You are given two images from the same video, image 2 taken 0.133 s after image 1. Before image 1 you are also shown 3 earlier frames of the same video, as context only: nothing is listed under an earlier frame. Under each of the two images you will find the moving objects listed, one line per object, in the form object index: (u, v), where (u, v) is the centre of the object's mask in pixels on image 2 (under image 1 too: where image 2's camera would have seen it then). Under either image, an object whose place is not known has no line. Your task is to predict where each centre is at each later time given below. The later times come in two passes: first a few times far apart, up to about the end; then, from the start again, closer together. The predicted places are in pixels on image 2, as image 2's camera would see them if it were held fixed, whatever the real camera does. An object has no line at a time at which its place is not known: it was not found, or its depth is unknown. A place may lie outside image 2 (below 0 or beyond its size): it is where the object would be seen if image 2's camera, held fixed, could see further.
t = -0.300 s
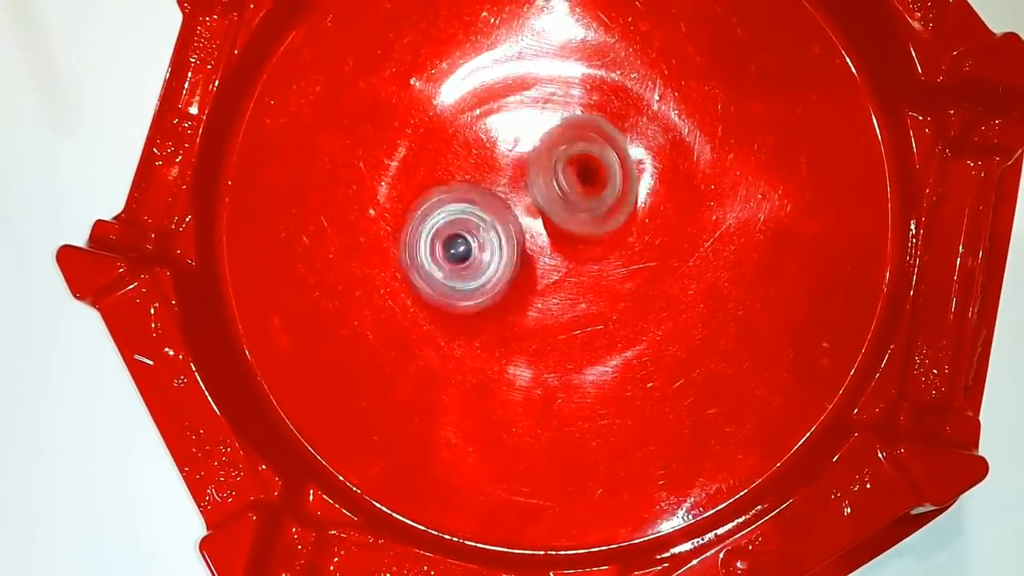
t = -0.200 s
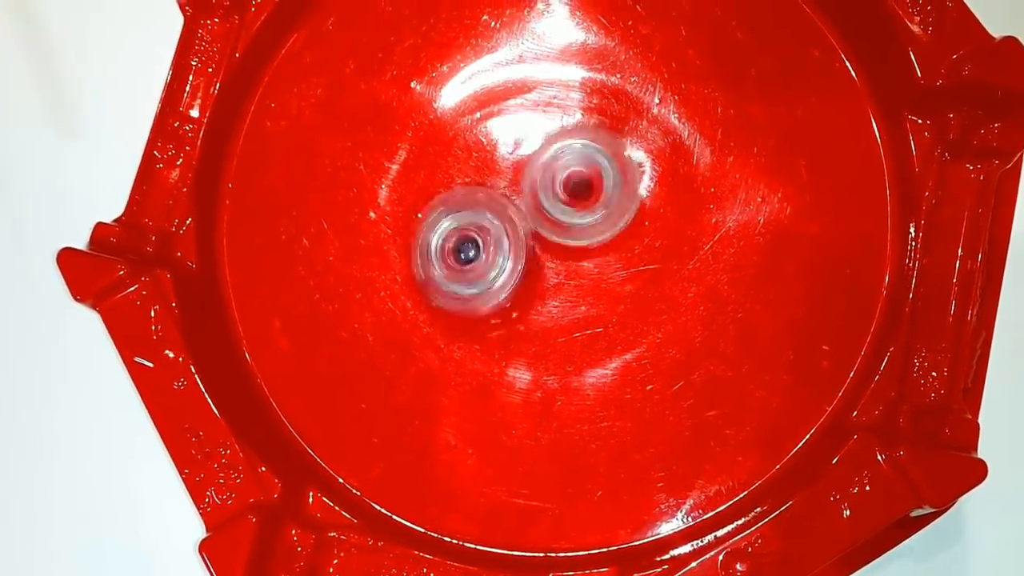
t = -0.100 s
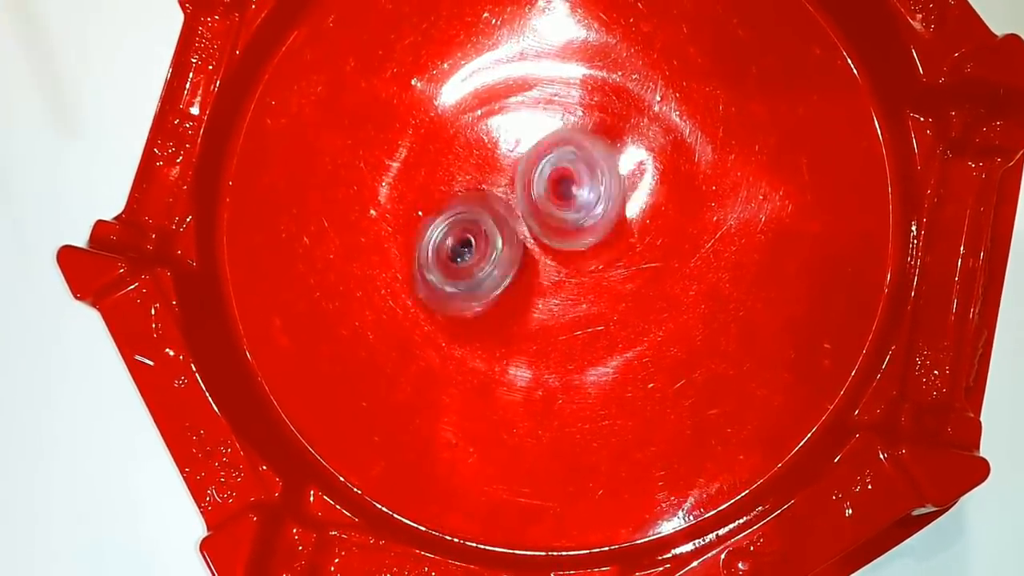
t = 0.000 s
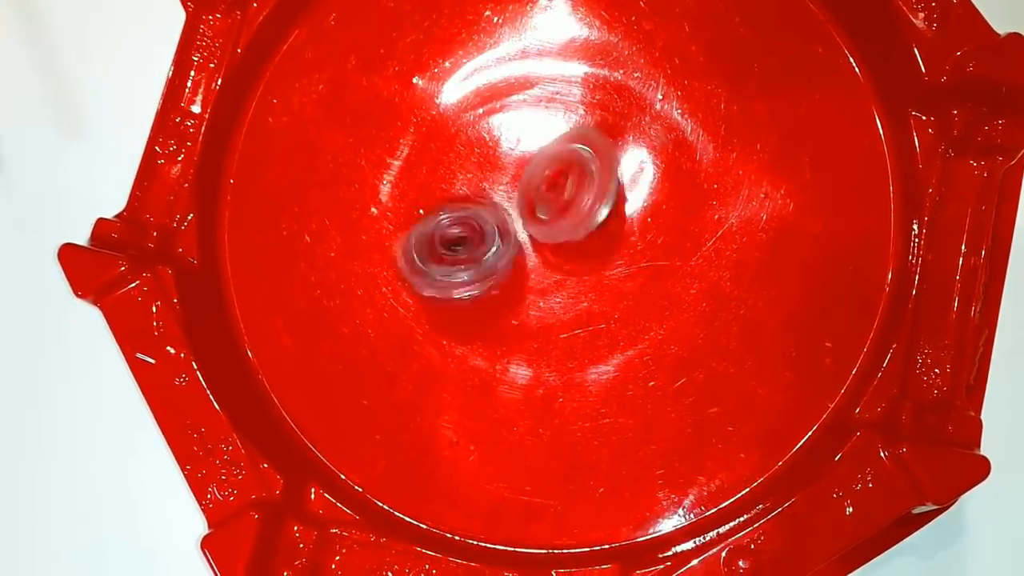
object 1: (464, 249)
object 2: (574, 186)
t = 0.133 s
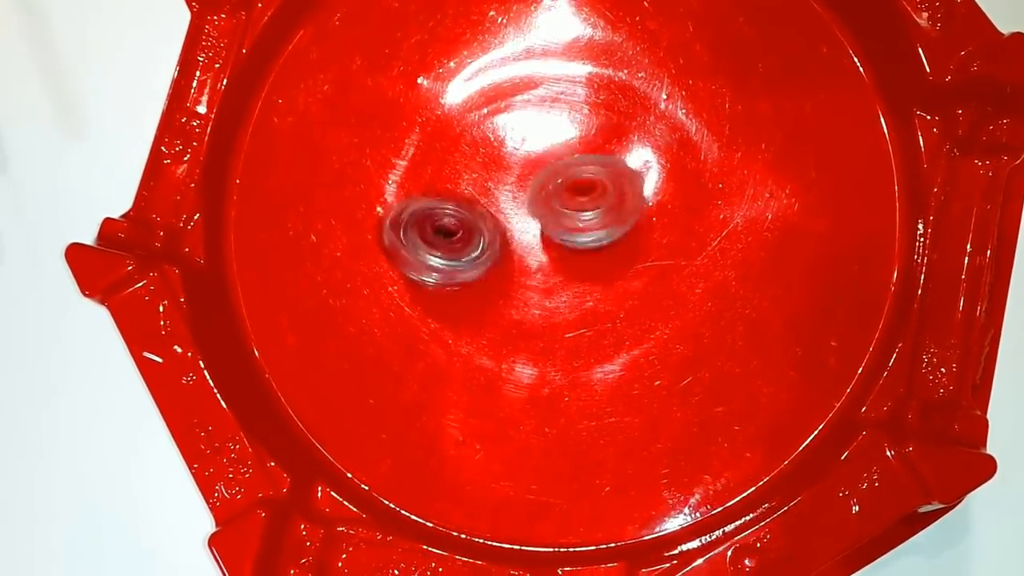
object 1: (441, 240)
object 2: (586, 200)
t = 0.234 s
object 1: (435, 233)
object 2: (588, 205)
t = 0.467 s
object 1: (448, 231)
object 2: (587, 211)
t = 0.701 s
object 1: (460, 233)
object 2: (574, 215)
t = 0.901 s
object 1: (451, 226)
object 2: (565, 243)
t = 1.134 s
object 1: (451, 227)
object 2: (564, 244)
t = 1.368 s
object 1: (450, 226)
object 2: (560, 245)
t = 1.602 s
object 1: (449, 226)
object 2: (560, 245)
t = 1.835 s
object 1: (449, 226)
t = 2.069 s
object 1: (449, 226)
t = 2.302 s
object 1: (449, 226)
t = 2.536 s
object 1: (451, 227)
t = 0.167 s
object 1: (438, 234)
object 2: (586, 203)
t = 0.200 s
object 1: (438, 235)
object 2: (586, 204)
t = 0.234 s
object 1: (435, 233)
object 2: (588, 205)
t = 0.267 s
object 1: (435, 234)
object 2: (588, 204)
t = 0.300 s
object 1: (436, 231)
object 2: (588, 204)
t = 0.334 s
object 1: (441, 230)
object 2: (586, 203)
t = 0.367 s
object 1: (440, 230)
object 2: (586, 203)
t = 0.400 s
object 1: (443, 228)
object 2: (586, 207)
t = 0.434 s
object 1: (449, 231)
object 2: (587, 211)
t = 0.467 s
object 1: (448, 231)
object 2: (587, 211)
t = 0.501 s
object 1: (453, 230)
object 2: (585, 211)
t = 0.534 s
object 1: (457, 231)
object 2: (581, 210)
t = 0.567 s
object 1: (463, 237)
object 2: (577, 209)
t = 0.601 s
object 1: (466, 236)
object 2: (573, 207)
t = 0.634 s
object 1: (471, 237)
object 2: (571, 205)
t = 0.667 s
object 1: (466, 234)
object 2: (572, 207)
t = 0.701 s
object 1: (460, 233)
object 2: (574, 215)
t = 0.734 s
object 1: (458, 234)
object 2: (575, 221)
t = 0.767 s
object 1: (457, 233)
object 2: (573, 226)
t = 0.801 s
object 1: (456, 232)
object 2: (571, 231)
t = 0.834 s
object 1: (453, 230)
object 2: (567, 237)
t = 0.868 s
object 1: (452, 228)
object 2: (566, 241)
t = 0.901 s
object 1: (451, 226)
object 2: (565, 243)
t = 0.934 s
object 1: (451, 226)
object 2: (565, 244)
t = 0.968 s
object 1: (451, 227)
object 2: (566, 244)
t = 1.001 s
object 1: (452, 228)
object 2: (566, 244)
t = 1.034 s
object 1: (452, 228)
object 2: (566, 244)
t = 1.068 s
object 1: (452, 228)
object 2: (566, 244)
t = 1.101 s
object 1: (451, 228)
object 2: (565, 244)
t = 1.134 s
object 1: (451, 227)
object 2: (564, 244)
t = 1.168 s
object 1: (451, 227)
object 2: (562, 244)
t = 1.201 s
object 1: (450, 226)
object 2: (560, 245)
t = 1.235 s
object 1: (450, 226)
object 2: (560, 245)
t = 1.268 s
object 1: (450, 226)
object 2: (560, 245)
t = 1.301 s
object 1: (450, 226)
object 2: (560, 245)
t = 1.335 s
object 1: (450, 226)
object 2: (560, 245)
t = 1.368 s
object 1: (450, 226)
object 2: (560, 245)
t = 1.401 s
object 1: (450, 225)
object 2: (560, 245)
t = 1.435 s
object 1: (450, 226)
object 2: (560, 245)
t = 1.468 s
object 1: (450, 226)
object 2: (560, 245)
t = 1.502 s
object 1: (449, 226)
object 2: (560, 245)
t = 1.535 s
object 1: (450, 226)
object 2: (560, 245)
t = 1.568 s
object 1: (449, 226)
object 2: (559, 246)
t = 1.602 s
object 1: (449, 226)
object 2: (560, 245)
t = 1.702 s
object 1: (449, 226)
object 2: (560, 246)
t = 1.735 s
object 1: (449, 226)
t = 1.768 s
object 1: (449, 226)
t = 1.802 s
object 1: (449, 226)
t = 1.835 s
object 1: (449, 226)
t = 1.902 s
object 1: (449, 226)
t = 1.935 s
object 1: (449, 226)
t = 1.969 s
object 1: (450, 226)
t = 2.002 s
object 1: (450, 226)
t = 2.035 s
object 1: (450, 226)
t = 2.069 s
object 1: (449, 226)
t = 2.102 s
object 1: (449, 226)
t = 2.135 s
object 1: (450, 226)
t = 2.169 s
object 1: (449, 226)
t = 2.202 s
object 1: (449, 226)
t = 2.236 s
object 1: (449, 226)
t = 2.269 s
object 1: (449, 226)
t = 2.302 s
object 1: (449, 226)
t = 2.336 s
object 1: (449, 226)
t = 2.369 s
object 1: (449, 226)
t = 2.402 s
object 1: (449, 226)
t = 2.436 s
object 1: (449, 226)
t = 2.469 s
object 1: (449, 226)
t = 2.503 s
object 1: (449, 225)
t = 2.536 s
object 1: (451, 227)
